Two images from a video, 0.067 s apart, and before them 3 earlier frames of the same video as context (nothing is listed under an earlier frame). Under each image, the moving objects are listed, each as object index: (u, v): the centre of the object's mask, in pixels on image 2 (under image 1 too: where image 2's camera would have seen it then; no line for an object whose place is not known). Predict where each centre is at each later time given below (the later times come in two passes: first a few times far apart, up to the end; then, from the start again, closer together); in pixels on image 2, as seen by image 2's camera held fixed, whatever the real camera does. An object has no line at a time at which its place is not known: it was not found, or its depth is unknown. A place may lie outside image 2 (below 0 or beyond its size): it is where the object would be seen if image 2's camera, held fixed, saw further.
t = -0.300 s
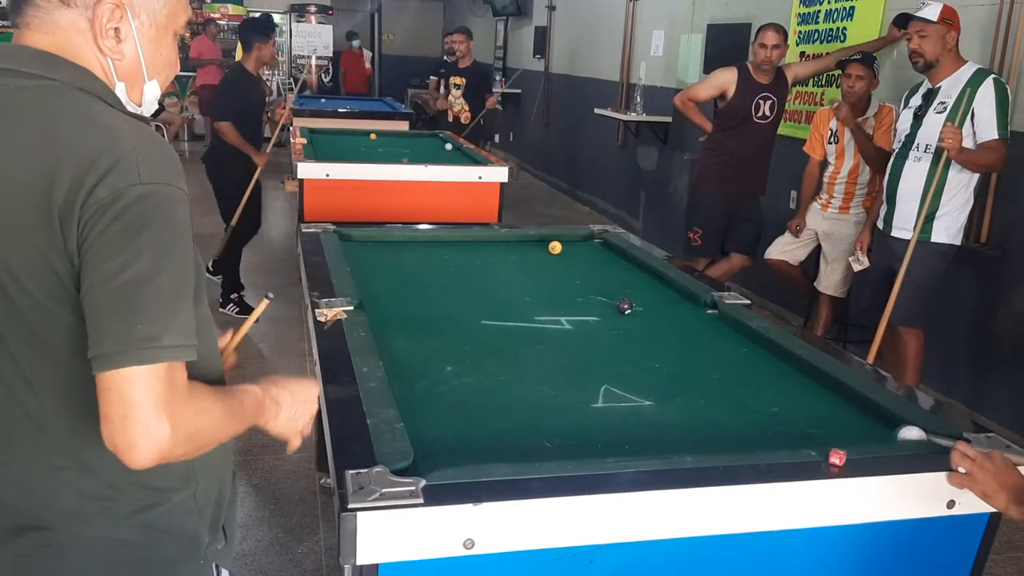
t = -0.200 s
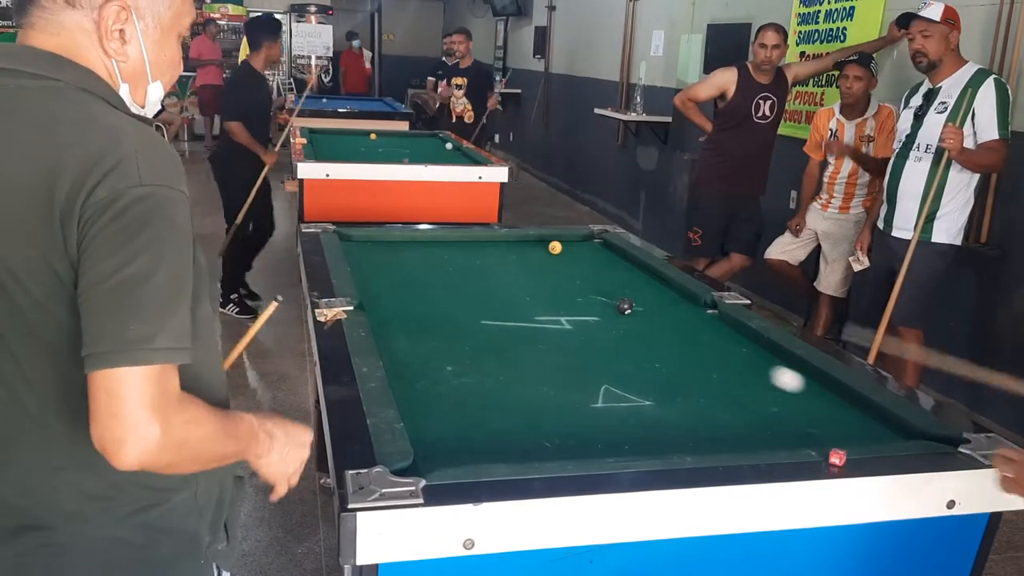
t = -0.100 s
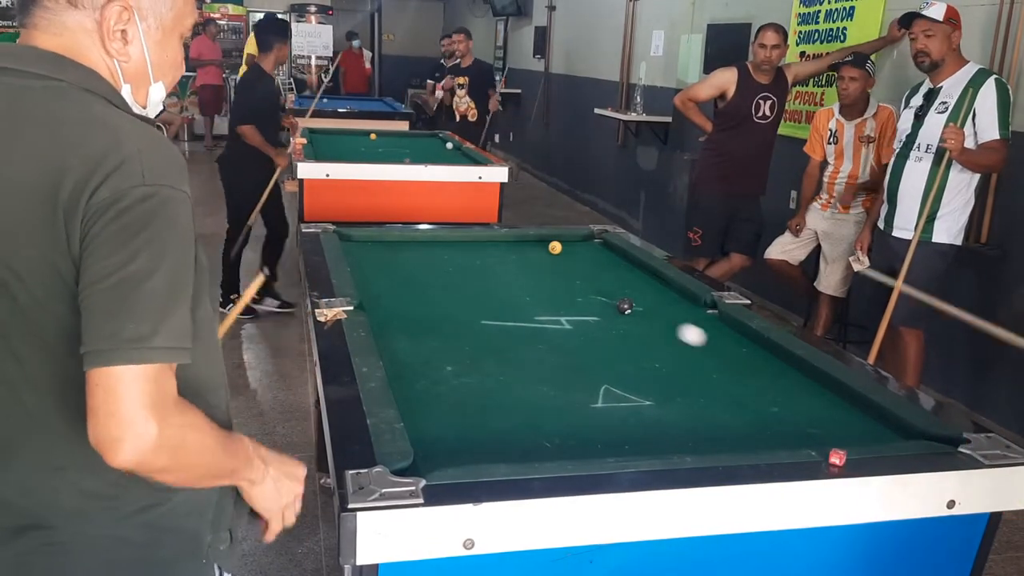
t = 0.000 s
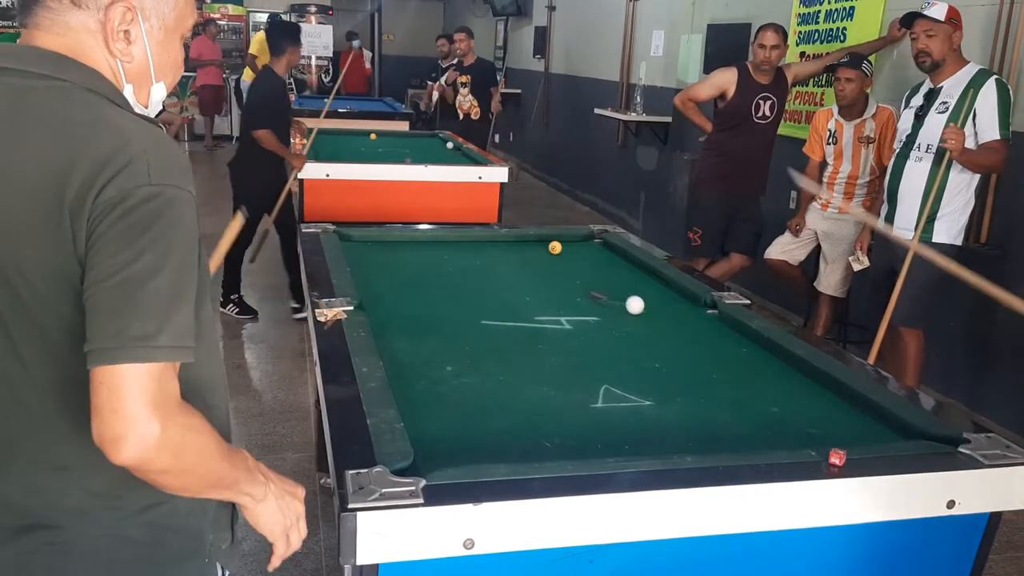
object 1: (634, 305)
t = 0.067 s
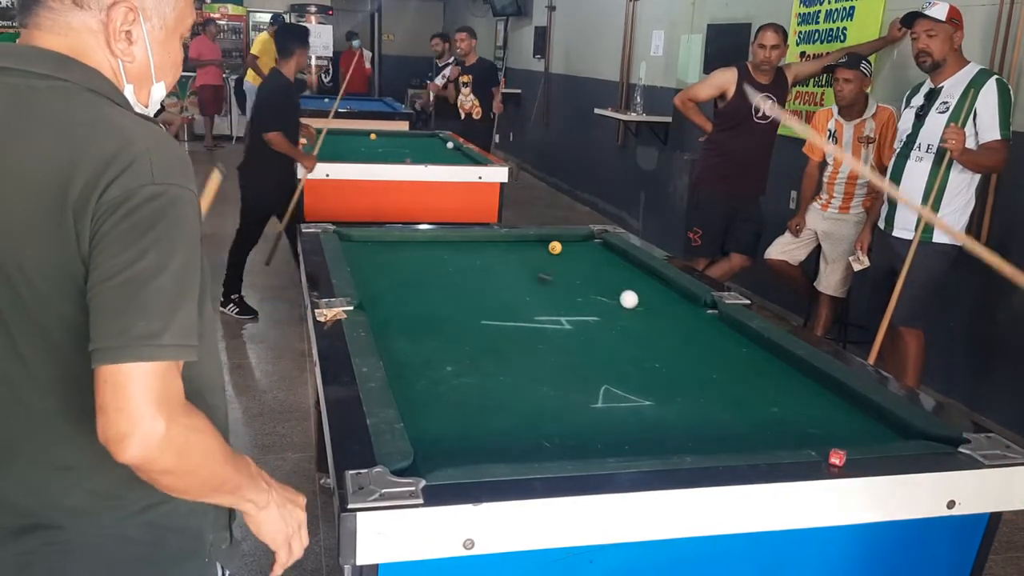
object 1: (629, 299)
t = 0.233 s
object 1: (603, 279)
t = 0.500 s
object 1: (562, 251)
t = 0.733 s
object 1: (560, 243)
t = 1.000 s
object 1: (559, 237)
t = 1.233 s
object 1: (570, 242)
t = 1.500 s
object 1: (583, 247)
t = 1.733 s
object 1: (594, 252)
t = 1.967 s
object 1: (605, 257)
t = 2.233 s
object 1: (617, 262)
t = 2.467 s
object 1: (627, 266)
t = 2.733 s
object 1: (638, 270)
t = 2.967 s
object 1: (647, 274)
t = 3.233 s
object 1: (657, 278)
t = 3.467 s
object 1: (663, 281)
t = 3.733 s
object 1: (665, 284)
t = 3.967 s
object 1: (667, 286)
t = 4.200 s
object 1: (668, 288)
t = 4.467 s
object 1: (668, 289)
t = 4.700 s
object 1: (667, 290)
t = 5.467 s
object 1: (667, 290)
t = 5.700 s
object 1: (668, 291)
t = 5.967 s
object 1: (668, 291)
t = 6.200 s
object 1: (668, 291)
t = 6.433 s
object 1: (668, 291)
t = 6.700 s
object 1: (668, 291)
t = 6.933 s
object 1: (668, 291)
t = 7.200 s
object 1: (669, 291)
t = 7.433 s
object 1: (668, 291)
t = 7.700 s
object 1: (668, 291)
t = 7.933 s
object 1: (669, 291)
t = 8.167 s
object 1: (668, 291)
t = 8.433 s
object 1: (668, 291)
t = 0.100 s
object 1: (625, 296)
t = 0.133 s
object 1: (620, 292)
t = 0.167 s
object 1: (615, 288)
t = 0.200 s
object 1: (609, 284)
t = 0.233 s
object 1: (603, 279)
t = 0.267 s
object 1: (598, 275)
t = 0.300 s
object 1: (592, 272)
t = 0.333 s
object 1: (586, 268)
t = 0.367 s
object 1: (581, 264)
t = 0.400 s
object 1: (576, 261)
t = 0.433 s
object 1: (571, 257)
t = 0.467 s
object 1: (567, 254)
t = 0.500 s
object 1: (562, 251)
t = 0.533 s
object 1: (562, 249)
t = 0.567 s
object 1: (562, 249)
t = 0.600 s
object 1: (562, 248)
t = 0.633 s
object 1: (561, 247)
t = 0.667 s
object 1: (561, 246)
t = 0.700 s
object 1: (560, 245)
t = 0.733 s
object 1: (560, 243)
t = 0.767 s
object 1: (559, 242)
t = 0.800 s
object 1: (559, 241)
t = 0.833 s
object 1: (558, 240)
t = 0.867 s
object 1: (558, 239)
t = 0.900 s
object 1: (557, 238)
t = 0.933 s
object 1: (557, 237)
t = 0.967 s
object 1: (557, 237)
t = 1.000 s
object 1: (559, 237)
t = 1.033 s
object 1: (560, 238)
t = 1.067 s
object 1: (562, 238)
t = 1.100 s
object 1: (564, 239)
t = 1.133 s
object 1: (565, 240)
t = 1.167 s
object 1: (567, 241)
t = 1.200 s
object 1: (568, 241)
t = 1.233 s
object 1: (570, 242)
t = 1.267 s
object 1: (572, 242)
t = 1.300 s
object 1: (573, 243)
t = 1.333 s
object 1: (575, 244)
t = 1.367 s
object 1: (577, 245)
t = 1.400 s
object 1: (578, 245)
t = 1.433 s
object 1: (580, 246)
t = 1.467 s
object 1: (582, 246)
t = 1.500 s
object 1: (583, 247)
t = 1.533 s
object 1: (585, 248)
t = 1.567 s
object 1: (586, 249)
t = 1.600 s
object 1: (588, 249)
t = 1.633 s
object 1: (589, 250)
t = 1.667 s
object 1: (591, 251)
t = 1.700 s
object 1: (593, 251)
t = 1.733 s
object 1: (594, 252)
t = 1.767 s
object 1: (596, 252)
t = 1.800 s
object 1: (597, 253)
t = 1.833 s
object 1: (599, 254)
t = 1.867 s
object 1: (601, 255)
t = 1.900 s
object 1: (602, 255)
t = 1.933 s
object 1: (604, 256)
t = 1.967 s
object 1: (605, 257)
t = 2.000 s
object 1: (607, 257)
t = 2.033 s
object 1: (608, 258)
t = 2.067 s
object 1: (610, 258)
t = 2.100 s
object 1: (611, 259)
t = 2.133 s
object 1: (613, 260)
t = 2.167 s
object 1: (614, 260)
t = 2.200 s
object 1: (616, 261)
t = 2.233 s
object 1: (617, 262)
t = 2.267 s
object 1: (619, 262)
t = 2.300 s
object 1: (620, 263)
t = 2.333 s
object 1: (622, 263)
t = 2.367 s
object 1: (623, 264)
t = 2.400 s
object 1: (624, 264)
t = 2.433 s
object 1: (626, 265)
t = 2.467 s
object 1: (627, 266)
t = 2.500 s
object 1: (629, 266)
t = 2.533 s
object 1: (630, 267)
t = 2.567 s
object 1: (632, 267)
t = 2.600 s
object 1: (633, 268)
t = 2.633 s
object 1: (634, 268)
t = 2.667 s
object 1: (636, 269)
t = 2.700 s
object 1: (637, 270)
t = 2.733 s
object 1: (638, 270)
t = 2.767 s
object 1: (640, 271)
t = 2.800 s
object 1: (641, 271)
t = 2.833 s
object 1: (642, 272)
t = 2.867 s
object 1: (643, 272)
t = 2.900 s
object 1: (645, 273)
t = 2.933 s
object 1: (646, 273)
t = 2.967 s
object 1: (647, 274)
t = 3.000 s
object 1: (648, 274)
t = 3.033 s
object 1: (650, 275)
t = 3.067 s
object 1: (651, 276)
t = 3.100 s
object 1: (652, 276)
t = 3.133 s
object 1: (653, 276)
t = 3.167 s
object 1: (654, 277)
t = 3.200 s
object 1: (655, 277)
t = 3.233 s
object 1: (657, 278)
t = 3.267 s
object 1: (658, 278)
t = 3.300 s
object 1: (659, 279)
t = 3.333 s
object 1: (660, 279)
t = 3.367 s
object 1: (661, 280)
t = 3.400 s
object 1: (662, 280)
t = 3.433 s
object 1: (663, 281)
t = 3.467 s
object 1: (663, 281)
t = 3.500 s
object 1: (663, 282)
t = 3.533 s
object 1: (664, 282)
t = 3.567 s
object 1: (664, 282)
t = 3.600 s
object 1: (664, 283)
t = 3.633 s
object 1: (664, 283)
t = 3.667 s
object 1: (665, 283)
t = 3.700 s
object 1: (665, 284)
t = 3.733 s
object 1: (665, 284)
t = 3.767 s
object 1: (665, 284)
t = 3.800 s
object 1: (666, 285)
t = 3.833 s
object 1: (666, 285)
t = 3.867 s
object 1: (666, 285)
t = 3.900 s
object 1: (667, 285)
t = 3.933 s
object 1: (667, 286)
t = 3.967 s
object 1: (667, 286)
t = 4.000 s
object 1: (667, 286)
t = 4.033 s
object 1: (667, 286)
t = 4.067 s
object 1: (667, 287)
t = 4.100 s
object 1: (668, 287)
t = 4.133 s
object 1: (667, 287)
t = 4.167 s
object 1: (668, 287)
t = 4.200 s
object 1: (668, 288)
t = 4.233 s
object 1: (668, 288)
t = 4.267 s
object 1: (668, 288)
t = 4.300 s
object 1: (668, 288)
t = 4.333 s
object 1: (668, 288)
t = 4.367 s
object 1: (668, 288)
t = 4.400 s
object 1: (668, 289)
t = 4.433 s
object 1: (668, 289)
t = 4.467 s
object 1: (668, 289)
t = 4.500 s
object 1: (668, 289)
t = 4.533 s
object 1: (668, 289)
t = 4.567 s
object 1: (668, 289)
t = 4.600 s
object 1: (667, 289)
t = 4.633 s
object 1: (667, 290)
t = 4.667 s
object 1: (667, 290)
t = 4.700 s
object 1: (667, 290)
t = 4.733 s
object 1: (667, 290)
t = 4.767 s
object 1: (671, 289)
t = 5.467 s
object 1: (667, 290)
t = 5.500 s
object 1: (668, 290)
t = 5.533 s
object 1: (668, 290)
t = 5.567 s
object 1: (668, 291)
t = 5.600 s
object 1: (668, 291)
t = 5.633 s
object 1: (668, 291)
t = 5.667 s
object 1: (668, 291)
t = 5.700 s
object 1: (668, 291)
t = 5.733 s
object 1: (668, 291)
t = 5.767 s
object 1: (668, 291)
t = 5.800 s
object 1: (668, 291)
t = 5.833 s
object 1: (668, 291)
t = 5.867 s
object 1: (668, 291)
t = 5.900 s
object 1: (668, 291)
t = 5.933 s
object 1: (668, 291)
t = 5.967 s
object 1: (668, 291)
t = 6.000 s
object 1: (668, 291)
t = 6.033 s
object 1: (668, 291)
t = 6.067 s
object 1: (668, 291)
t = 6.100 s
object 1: (668, 291)
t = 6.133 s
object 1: (668, 291)
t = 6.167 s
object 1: (668, 291)
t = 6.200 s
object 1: (668, 291)
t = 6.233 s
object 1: (668, 291)
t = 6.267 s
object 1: (668, 291)
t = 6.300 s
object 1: (668, 291)
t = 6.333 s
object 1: (668, 291)
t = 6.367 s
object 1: (668, 291)
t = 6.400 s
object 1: (668, 291)
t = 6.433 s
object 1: (668, 291)
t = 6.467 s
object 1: (668, 291)
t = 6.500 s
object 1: (668, 291)
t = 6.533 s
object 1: (668, 291)
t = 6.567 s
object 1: (668, 291)
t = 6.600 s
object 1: (668, 291)
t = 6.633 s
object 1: (668, 291)
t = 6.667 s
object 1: (668, 291)
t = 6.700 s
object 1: (668, 291)
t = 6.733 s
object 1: (668, 291)
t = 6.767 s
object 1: (668, 291)
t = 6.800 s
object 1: (668, 291)
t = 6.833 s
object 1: (669, 291)
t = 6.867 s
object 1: (668, 291)
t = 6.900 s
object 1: (668, 291)
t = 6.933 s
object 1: (668, 291)
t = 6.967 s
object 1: (668, 291)
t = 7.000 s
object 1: (668, 291)
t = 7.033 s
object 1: (668, 291)
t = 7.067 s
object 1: (669, 291)
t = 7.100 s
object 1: (669, 291)
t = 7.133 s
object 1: (669, 291)
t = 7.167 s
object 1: (669, 291)
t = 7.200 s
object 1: (669, 291)
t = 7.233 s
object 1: (669, 291)
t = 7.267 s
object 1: (669, 291)
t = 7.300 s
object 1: (669, 291)
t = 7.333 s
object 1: (669, 291)
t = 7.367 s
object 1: (669, 291)
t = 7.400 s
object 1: (668, 291)
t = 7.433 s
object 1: (668, 291)
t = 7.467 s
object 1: (669, 291)
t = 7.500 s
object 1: (669, 291)
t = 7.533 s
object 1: (669, 291)
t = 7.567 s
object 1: (669, 291)
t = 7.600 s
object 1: (669, 291)
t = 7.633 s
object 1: (668, 291)
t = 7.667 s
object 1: (669, 291)
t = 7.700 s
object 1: (668, 291)
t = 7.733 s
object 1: (668, 291)
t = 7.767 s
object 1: (669, 291)
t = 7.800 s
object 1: (668, 291)
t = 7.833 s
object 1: (669, 291)
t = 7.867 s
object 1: (669, 291)
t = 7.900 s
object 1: (669, 291)
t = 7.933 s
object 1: (669, 291)
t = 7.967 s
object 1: (669, 291)
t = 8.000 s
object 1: (669, 291)
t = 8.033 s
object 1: (669, 291)
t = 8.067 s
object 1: (669, 291)
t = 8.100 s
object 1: (668, 291)
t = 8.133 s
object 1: (668, 291)
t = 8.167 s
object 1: (668, 291)
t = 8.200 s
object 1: (669, 291)
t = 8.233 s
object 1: (669, 291)
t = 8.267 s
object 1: (669, 291)
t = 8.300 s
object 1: (669, 291)
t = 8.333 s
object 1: (669, 291)
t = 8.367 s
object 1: (668, 291)
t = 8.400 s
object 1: (668, 291)
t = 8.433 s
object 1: (668, 291)
